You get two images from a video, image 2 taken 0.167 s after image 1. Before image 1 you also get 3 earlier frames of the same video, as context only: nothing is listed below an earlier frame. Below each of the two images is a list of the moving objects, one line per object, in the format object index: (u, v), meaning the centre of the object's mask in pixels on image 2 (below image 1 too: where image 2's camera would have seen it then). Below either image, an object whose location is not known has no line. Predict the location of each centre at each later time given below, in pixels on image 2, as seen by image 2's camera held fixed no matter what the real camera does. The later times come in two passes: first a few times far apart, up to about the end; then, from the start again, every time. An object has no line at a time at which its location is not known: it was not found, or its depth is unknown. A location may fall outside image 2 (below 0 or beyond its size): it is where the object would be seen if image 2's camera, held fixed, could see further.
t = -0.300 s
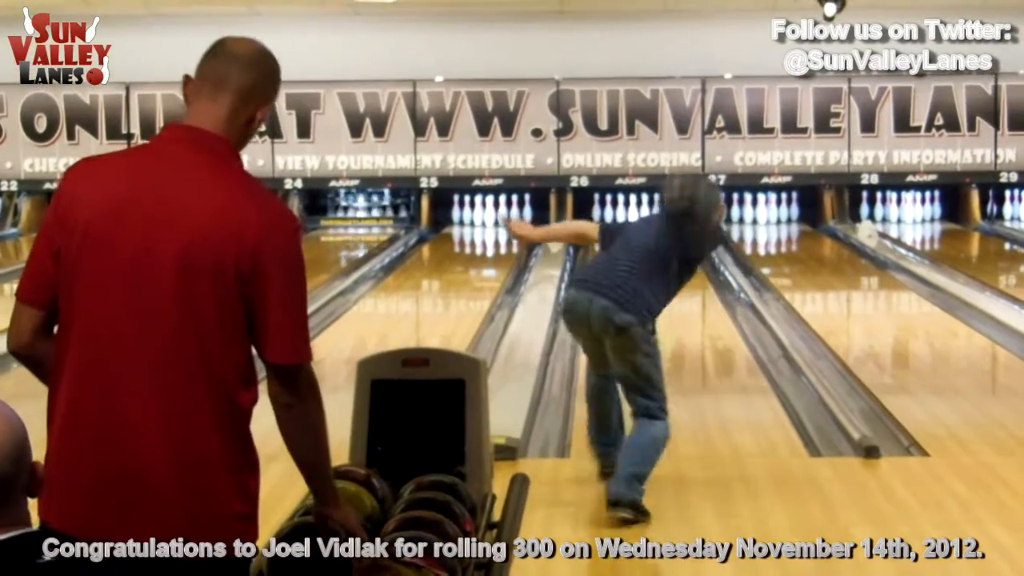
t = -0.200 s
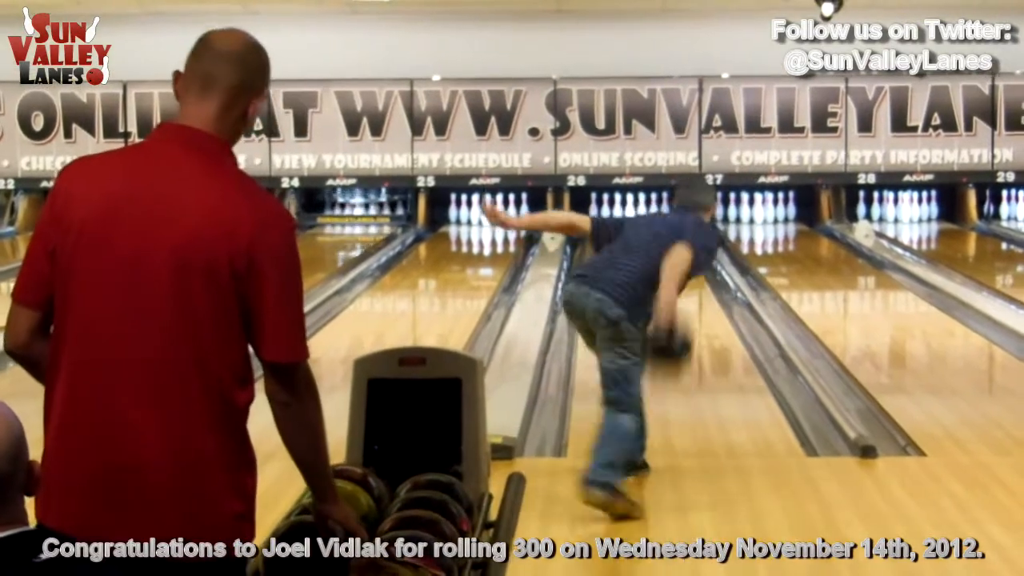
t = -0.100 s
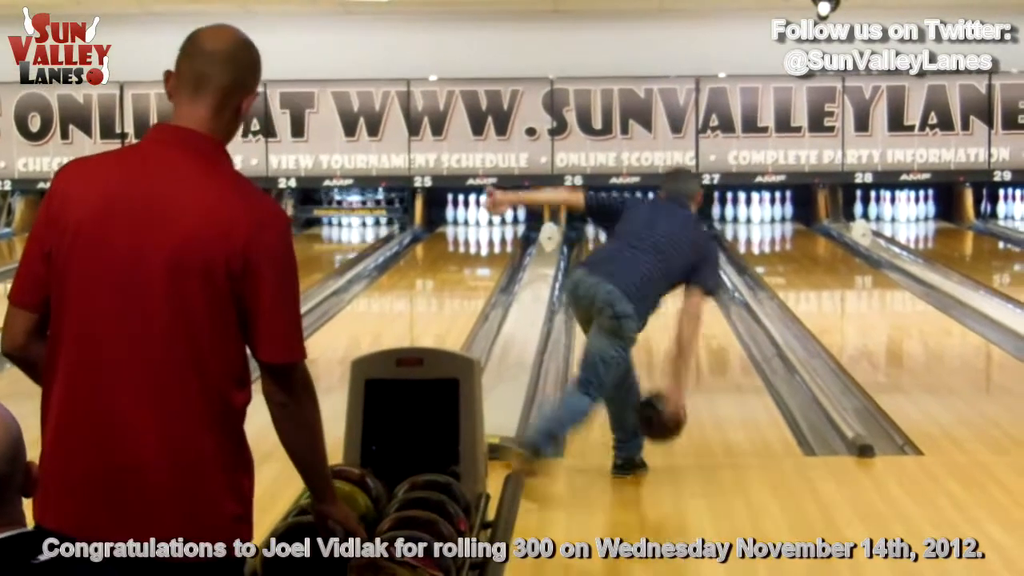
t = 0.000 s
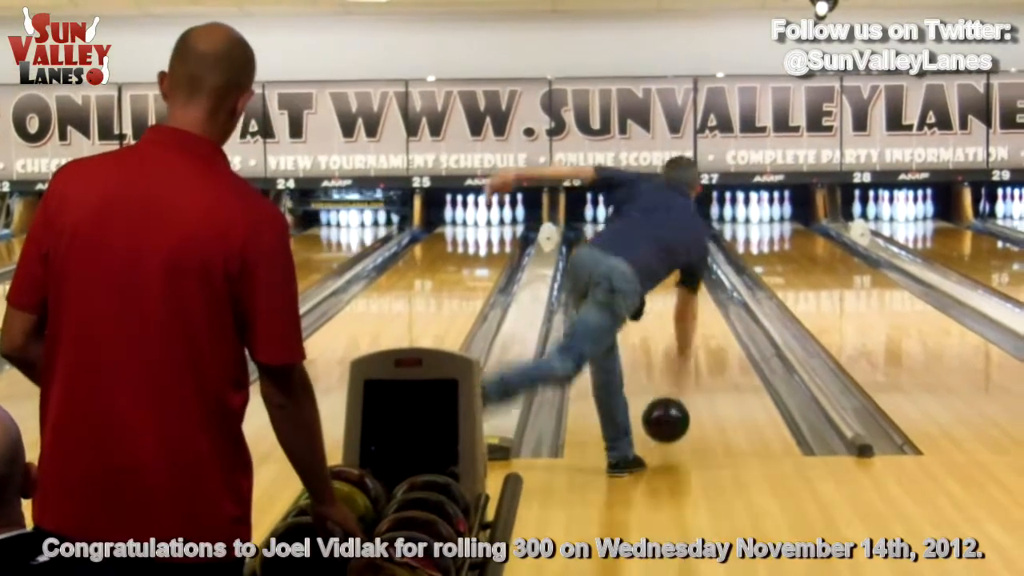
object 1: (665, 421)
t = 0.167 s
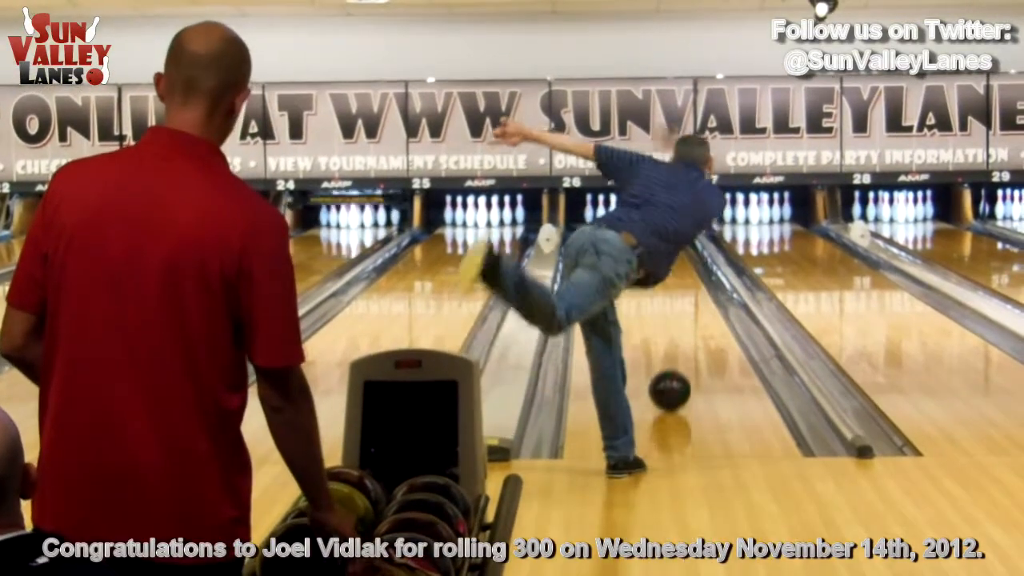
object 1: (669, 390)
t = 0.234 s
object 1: (671, 377)
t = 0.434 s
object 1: (673, 344)
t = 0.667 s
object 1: (675, 314)
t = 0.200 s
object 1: (670, 383)
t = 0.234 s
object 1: (671, 377)
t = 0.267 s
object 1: (671, 371)
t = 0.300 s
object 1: (672, 365)
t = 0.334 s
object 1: (672, 360)
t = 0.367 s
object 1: (672, 354)
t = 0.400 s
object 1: (673, 349)
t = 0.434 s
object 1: (673, 344)
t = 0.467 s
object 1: (674, 339)
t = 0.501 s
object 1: (674, 334)
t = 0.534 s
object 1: (674, 330)
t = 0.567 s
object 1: (675, 326)
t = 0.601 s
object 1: (675, 322)
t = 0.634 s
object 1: (675, 318)
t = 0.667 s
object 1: (675, 314)
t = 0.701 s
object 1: (673, 310)
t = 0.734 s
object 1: (669, 306)
